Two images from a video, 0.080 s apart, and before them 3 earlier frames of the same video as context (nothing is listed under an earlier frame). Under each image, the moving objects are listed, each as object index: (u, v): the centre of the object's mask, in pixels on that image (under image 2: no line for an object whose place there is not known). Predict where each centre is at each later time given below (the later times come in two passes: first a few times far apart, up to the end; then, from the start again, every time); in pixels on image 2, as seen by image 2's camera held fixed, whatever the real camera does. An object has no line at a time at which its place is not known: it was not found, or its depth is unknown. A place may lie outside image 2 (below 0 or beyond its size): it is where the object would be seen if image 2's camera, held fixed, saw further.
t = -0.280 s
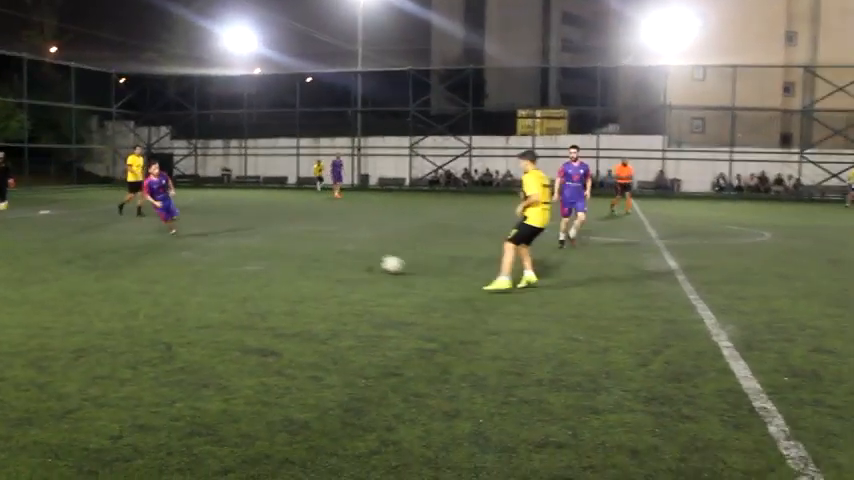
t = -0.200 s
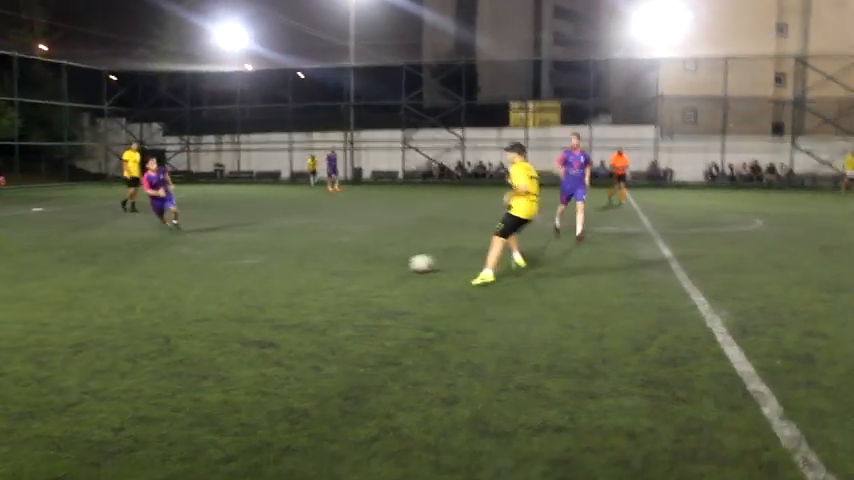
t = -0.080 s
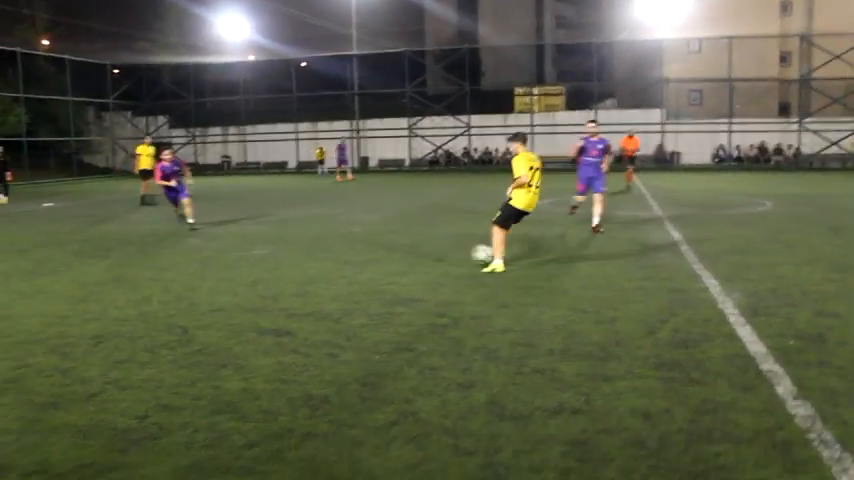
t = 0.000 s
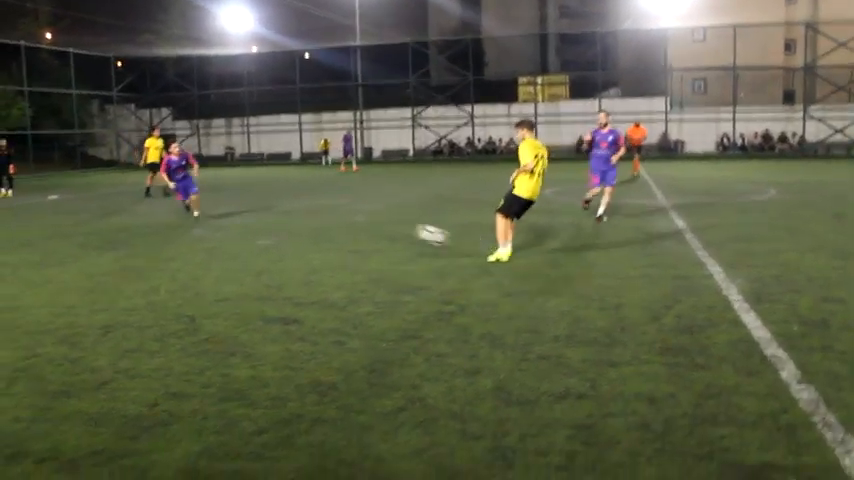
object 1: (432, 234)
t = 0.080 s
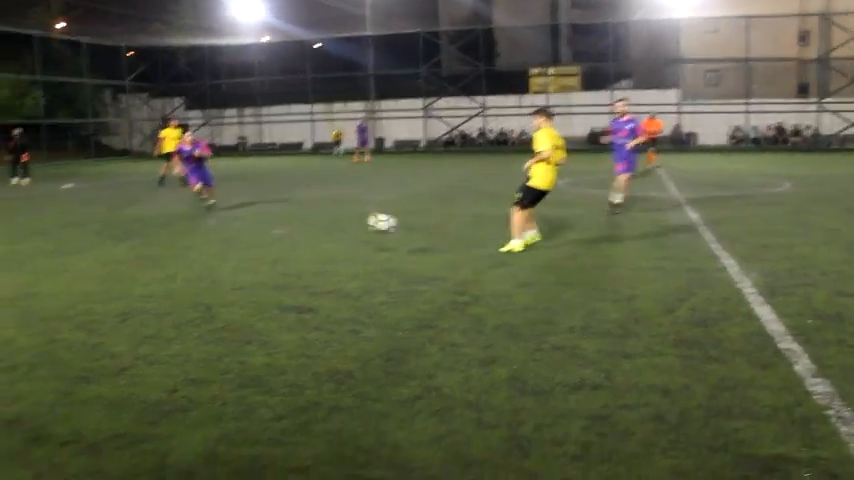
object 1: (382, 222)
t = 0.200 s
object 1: (285, 228)
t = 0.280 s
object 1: (218, 239)
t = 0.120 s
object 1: (349, 222)
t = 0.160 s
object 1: (317, 224)
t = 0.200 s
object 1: (285, 228)
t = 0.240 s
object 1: (252, 233)
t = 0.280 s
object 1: (218, 239)
